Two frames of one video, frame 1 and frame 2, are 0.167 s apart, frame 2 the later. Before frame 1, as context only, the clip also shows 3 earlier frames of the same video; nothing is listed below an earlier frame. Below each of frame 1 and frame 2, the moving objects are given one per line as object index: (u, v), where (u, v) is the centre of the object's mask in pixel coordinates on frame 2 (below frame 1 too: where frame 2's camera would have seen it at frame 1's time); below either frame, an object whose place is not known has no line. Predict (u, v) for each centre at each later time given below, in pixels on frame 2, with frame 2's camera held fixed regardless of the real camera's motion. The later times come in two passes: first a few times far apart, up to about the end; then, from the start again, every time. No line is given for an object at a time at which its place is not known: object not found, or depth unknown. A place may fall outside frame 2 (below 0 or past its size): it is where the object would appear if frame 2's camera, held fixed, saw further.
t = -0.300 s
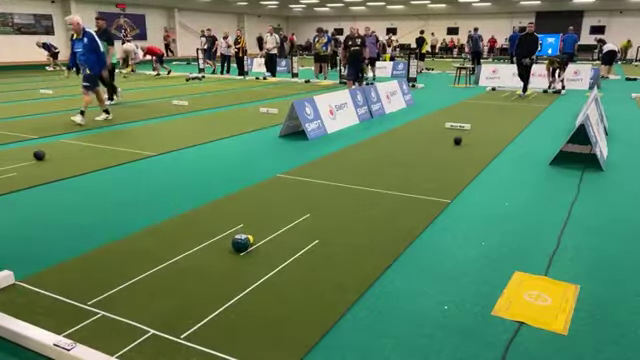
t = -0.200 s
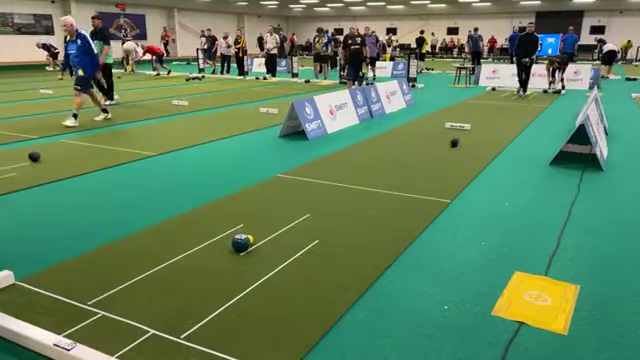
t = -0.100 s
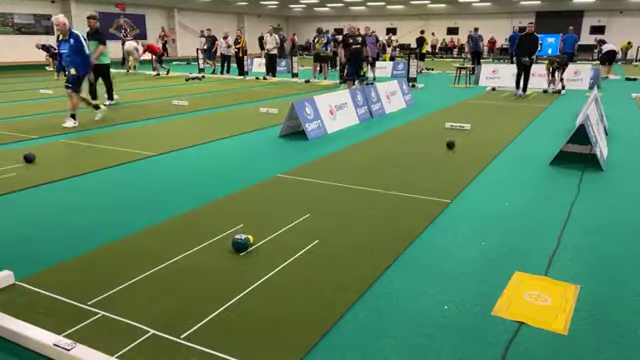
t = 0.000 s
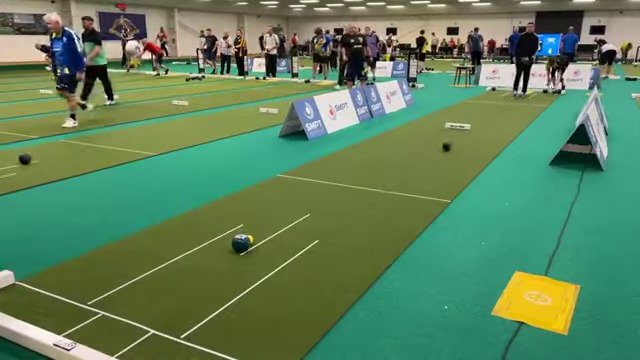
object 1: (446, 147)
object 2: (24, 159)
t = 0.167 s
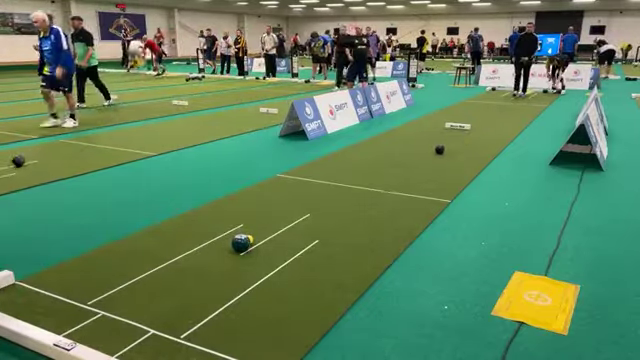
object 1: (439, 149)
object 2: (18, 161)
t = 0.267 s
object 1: (435, 151)
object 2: (13, 162)
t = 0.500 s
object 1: (425, 157)
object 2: (6, 165)
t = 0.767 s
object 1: (412, 162)
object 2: (2, 168)
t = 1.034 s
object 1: (399, 168)
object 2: (1, 169)
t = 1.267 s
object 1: (387, 172)
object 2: (1, 169)
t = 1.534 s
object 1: (372, 178)
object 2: (3, 171)
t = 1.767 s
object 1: (359, 183)
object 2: (5, 170)
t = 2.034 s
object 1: (342, 188)
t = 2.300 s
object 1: (327, 194)
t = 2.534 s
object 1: (312, 198)
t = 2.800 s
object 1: (296, 202)
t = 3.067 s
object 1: (280, 207)
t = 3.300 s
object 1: (267, 210)
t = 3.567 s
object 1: (253, 213)
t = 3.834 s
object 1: (241, 215)
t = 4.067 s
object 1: (232, 217)
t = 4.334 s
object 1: (223, 219)
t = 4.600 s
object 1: (216, 219)
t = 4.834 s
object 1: (212, 219)
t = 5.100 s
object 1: (212, 219)
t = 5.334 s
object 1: (212, 219)
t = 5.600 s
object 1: (212, 219)
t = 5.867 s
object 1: (212, 219)
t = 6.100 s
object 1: (212, 219)
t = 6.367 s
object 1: (212, 219)
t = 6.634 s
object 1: (212, 219)
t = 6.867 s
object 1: (212, 219)
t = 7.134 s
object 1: (212, 219)
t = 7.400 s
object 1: (212, 219)
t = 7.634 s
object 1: (212, 219)
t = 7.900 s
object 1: (212, 219)
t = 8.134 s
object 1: (212, 219)
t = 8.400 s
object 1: (212, 218)
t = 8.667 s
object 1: (211, 217)
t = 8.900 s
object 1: (211, 216)
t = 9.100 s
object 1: (211, 216)
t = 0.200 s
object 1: (438, 150)
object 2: (16, 161)
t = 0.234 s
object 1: (437, 151)
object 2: (15, 162)
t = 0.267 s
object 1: (435, 151)
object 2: (13, 162)
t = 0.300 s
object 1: (434, 152)
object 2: (12, 162)
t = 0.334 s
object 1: (432, 153)
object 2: (11, 163)
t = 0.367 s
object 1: (431, 154)
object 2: (10, 164)
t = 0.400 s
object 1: (429, 155)
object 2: (8, 164)
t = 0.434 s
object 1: (428, 155)
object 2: (7, 165)
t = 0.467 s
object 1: (426, 156)
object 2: (6, 165)
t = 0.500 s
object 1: (425, 157)
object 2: (6, 165)
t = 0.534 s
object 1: (423, 157)
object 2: (5, 165)
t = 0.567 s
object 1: (422, 158)
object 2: (4, 166)
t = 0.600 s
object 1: (420, 159)
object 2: (4, 166)
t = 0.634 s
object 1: (419, 159)
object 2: (3, 166)
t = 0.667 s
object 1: (417, 160)
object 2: (3, 167)
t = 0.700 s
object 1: (415, 160)
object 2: (3, 167)
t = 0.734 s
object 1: (414, 161)
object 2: (2, 168)
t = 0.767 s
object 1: (412, 162)
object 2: (2, 168)
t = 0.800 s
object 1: (411, 163)
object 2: (1, 168)
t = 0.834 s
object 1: (409, 163)
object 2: (1, 168)
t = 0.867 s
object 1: (408, 164)
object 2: (1, 168)
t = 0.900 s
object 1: (406, 165)
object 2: (1, 169)
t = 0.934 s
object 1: (404, 165)
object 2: (1, 169)
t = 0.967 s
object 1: (402, 166)
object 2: (1, 168)
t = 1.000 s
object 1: (401, 167)
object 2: (1, 169)
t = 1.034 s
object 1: (399, 168)
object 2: (1, 169)
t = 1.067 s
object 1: (397, 168)
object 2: (1, 169)
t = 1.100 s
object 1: (396, 169)
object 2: (1, 169)
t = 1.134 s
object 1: (394, 170)
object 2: (1, 169)
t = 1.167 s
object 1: (392, 171)
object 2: (1, 169)
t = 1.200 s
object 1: (391, 171)
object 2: (1, 169)
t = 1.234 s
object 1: (389, 172)
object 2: (1, 169)
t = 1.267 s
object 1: (387, 172)
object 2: (1, 169)
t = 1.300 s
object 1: (385, 173)
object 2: (1, 169)
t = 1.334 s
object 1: (383, 174)
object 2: (2, 170)
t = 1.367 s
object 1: (381, 174)
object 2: (2, 171)
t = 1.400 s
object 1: (380, 175)
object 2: (2, 171)
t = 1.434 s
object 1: (378, 176)
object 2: (2, 171)
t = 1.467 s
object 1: (376, 176)
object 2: (2, 171)
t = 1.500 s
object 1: (374, 177)
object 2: (3, 171)
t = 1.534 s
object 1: (372, 178)
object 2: (3, 171)
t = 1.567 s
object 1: (370, 178)
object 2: (4, 171)
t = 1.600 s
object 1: (368, 179)
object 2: (4, 171)
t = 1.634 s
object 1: (366, 179)
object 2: (4, 171)
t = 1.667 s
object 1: (364, 181)
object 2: (5, 171)
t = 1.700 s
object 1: (363, 182)
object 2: (5, 171)
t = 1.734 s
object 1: (361, 182)
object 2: (5, 171)
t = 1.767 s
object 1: (359, 183)
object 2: (5, 170)
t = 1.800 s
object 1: (357, 183)
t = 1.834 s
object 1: (355, 184)
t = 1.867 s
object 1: (353, 185)
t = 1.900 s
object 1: (351, 185)
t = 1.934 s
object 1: (349, 186)
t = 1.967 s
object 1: (347, 187)
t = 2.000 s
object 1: (345, 188)
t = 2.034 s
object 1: (342, 188)
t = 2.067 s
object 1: (341, 189)
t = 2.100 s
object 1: (339, 190)
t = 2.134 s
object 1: (337, 190)
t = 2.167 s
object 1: (335, 191)
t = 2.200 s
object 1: (333, 192)
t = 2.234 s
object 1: (331, 193)
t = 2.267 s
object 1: (329, 193)
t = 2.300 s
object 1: (327, 194)
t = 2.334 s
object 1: (325, 195)
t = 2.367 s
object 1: (323, 195)
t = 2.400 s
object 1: (321, 196)
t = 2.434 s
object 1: (318, 197)
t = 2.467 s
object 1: (316, 197)
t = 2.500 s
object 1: (314, 198)
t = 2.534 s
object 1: (312, 198)
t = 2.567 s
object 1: (310, 199)
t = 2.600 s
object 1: (308, 199)
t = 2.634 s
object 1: (306, 200)
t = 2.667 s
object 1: (304, 200)
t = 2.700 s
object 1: (302, 201)
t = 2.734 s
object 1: (300, 201)
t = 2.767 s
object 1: (298, 202)
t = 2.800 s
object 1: (296, 202)
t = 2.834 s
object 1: (294, 203)
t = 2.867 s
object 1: (292, 204)
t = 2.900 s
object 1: (290, 204)
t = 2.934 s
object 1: (288, 205)
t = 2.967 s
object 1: (286, 205)
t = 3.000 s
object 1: (284, 206)
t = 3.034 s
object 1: (282, 206)
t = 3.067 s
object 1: (280, 207)
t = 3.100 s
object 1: (278, 207)
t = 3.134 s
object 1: (276, 208)
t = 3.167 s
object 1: (274, 208)
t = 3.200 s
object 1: (272, 209)
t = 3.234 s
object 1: (271, 209)
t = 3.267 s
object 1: (269, 209)
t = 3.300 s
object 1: (267, 210)
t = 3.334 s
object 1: (265, 210)
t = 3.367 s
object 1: (263, 211)
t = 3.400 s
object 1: (261, 211)
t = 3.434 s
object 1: (260, 212)
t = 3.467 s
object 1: (258, 212)
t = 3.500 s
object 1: (257, 212)
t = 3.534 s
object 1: (255, 213)
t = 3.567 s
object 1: (253, 213)
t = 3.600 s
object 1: (252, 213)
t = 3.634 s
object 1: (250, 213)
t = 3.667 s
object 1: (248, 214)
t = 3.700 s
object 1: (247, 214)
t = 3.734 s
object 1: (245, 214)
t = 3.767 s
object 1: (244, 215)
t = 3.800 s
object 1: (242, 215)
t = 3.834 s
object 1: (241, 215)
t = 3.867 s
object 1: (240, 216)
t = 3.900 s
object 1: (238, 216)
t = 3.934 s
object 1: (237, 216)
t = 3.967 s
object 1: (235, 216)
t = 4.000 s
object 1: (234, 217)
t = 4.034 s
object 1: (233, 217)
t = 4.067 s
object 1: (232, 217)
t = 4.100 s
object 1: (231, 217)
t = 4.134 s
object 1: (229, 217)
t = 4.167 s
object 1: (228, 218)
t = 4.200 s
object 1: (227, 218)
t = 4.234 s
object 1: (226, 218)
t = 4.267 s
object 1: (225, 218)
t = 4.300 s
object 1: (223, 218)
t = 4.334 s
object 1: (223, 219)
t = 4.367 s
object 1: (222, 219)
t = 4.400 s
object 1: (221, 219)
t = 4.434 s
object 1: (220, 219)
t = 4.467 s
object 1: (219, 219)
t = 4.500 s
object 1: (218, 219)
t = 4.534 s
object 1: (218, 219)
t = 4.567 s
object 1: (217, 219)
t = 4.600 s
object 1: (216, 219)
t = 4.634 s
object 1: (215, 219)
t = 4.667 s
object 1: (215, 219)
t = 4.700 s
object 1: (215, 219)
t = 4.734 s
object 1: (214, 219)
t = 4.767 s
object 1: (214, 219)
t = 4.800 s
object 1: (213, 219)
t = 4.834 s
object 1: (212, 219)
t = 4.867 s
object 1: (212, 219)
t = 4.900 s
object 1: (212, 219)
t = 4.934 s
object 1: (212, 219)
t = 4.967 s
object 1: (212, 219)
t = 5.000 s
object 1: (212, 219)
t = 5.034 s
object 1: (212, 219)
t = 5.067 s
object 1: (212, 219)
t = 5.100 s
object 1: (212, 219)
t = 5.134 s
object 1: (212, 219)
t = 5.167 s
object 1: (212, 219)
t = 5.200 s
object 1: (212, 219)
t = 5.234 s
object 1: (212, 219)
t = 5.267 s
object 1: (212, 219)
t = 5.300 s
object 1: (212, 219)
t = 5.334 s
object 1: (212, 219)
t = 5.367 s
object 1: (212, 219)
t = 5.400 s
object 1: (212, 219)
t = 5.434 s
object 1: (212, 219)
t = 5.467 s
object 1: (212, 219)
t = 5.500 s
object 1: (212, 219)
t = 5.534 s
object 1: (212, 219)
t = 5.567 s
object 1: (212, 219)
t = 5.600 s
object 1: (212, 219)
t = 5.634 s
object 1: (212, 219)
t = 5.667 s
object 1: (212, 219)
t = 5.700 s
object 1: (212, 219)
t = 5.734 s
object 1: (212, 219)
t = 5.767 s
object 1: (212, 219)
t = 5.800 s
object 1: (212, 219)
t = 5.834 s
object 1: (212, 219)
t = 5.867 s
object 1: (212, 219)
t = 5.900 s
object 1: (212, 219)
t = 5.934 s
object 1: (212, 219)
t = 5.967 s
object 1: (212, 219)
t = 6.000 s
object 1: (212, 219)
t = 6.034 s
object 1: (212, 219)
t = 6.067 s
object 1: (212, 219)
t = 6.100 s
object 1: (212, 219)
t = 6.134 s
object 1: (212, 219)
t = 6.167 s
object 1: (212, 219)
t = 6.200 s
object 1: (212, 219)
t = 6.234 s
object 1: (212, 219)
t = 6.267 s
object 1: (212, 219)
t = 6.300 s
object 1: (212, 219)
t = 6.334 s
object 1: (212, 219)
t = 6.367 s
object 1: (212, 219)
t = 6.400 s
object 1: (212, 219)
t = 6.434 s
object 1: (212, 219)
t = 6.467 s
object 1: (212, 219)
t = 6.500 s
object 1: (212, 219)
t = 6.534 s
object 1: (212, 219)
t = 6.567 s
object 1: (212, 219)
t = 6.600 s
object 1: (212, 219)
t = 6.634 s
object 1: (212, 219)
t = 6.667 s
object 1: (212, 219)
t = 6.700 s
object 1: (212, 219)
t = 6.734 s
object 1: (212, 219)
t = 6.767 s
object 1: (212, 219)
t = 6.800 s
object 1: (212, 219)
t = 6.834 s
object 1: (212, 219)
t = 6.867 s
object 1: (212, 219)
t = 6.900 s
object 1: (212, 219)
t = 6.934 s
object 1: (212, 219)
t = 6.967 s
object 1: (212, 219)
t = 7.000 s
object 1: (212, 219)
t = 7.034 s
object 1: (212, 219)
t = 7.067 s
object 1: (212, 219)
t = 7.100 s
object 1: (212, 219)
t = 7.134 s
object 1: (212, 219)
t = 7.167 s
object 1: (212, 219)
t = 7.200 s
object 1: (212, 219)
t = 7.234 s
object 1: (212, 219)
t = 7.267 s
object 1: (212, 219)
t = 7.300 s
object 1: (212, 219)
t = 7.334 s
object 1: (212, 219)
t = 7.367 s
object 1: (212, 219)
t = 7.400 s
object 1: (212, 219)
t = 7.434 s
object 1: (212, 219)
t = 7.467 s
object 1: (212, 219)
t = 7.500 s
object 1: (212, 219)
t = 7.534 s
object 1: (212, 219)
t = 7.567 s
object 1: (212, 219)
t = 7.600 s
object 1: (212, 219)
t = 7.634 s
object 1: (212, 219)
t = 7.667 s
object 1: (212, 219)
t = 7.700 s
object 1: (212, 219)
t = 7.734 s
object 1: (212, 219)
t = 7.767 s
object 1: (212, 219)
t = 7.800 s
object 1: (212, 219)
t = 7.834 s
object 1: (212, 219)
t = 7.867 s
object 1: (212, 219)
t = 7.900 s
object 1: (212, 219)
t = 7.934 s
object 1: (212, 219)
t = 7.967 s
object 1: (212, 219)
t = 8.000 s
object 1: (212, 219)
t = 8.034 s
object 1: (212, 219)
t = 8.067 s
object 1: (212, 219)
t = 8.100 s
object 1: (212, 219)
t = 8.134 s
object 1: (212, 219)
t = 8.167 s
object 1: (212, 219)
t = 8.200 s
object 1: (212, 219)
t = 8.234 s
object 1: (212, 219)
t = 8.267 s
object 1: (212, 219)
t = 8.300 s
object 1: (212, 219)
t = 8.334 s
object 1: (212, 219)
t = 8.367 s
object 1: (212, 218)
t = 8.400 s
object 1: (212, 218)
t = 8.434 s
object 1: (212, 218)
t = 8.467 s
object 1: (212, 218)
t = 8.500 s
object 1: (212, 218)
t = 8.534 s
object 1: (212, 218)
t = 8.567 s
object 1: (211, 218)
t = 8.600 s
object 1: (211, 218)
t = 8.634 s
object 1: (212, 217)
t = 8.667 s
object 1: (211, 217)
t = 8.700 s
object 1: (211, 217)
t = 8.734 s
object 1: (211, 216)
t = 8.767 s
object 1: (211, 216)
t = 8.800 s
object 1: (211, 216)
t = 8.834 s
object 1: (211, 216)
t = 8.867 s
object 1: (211, 216)
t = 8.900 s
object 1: (211, 216)
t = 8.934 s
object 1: (211, 216)
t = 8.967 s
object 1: (211, 216)
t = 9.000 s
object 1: (211, 216)
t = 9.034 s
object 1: (211, 216)
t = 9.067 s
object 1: (211, 216)
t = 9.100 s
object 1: (211, 216)
